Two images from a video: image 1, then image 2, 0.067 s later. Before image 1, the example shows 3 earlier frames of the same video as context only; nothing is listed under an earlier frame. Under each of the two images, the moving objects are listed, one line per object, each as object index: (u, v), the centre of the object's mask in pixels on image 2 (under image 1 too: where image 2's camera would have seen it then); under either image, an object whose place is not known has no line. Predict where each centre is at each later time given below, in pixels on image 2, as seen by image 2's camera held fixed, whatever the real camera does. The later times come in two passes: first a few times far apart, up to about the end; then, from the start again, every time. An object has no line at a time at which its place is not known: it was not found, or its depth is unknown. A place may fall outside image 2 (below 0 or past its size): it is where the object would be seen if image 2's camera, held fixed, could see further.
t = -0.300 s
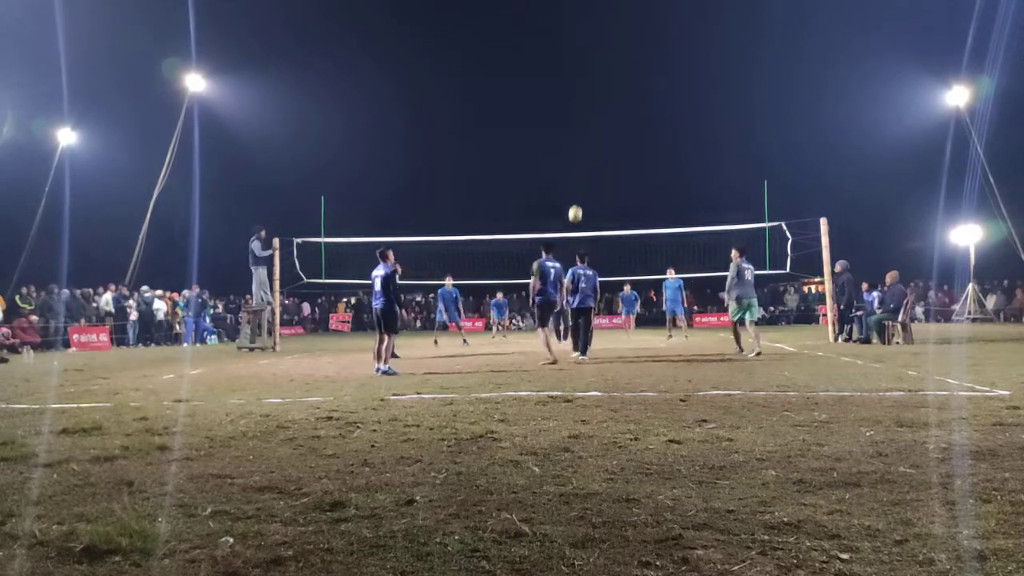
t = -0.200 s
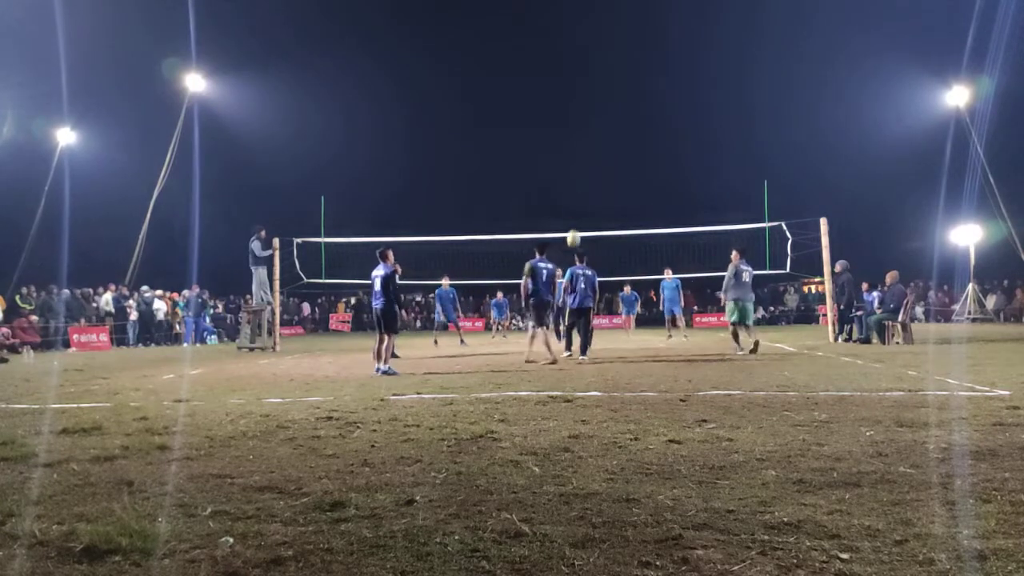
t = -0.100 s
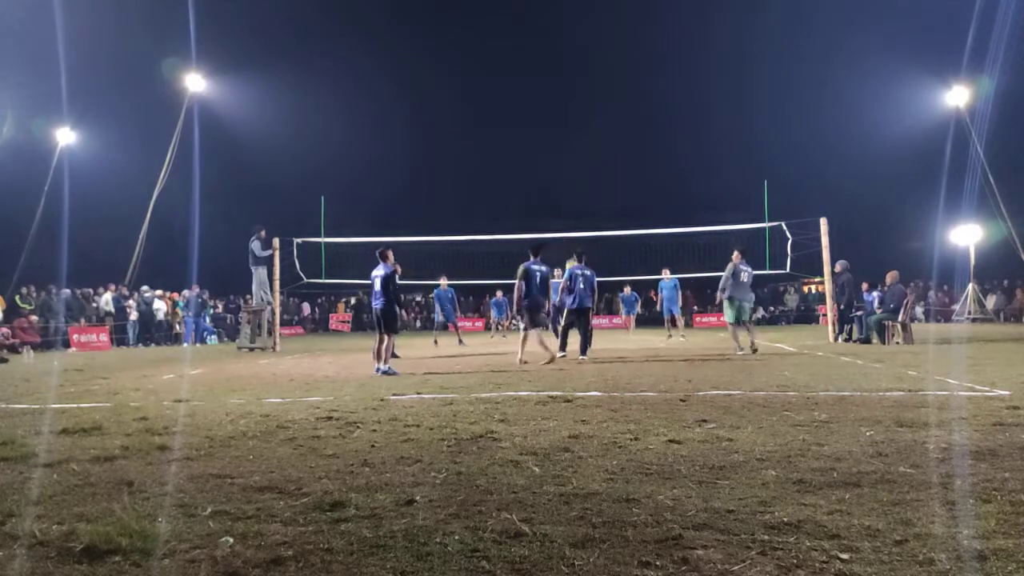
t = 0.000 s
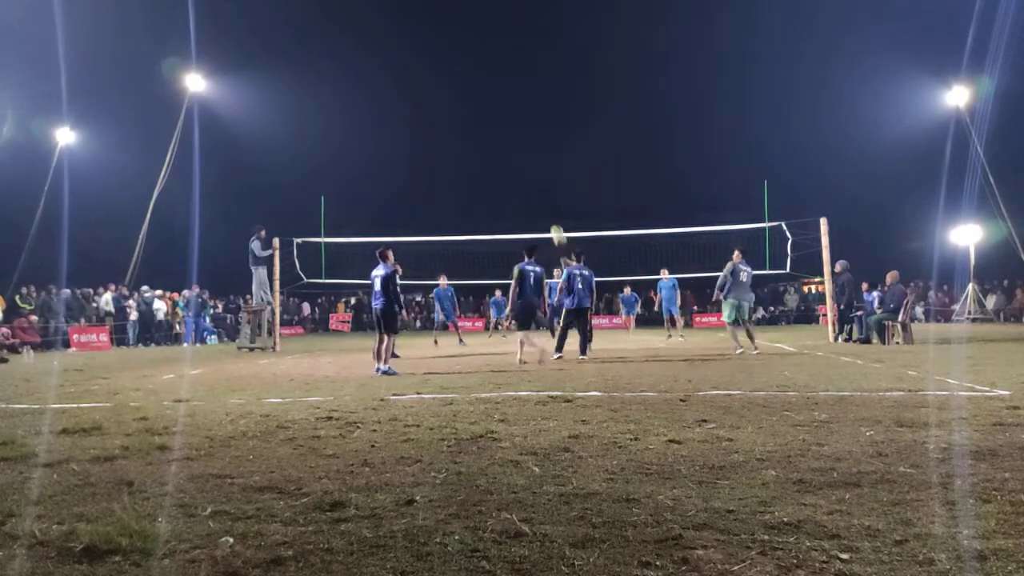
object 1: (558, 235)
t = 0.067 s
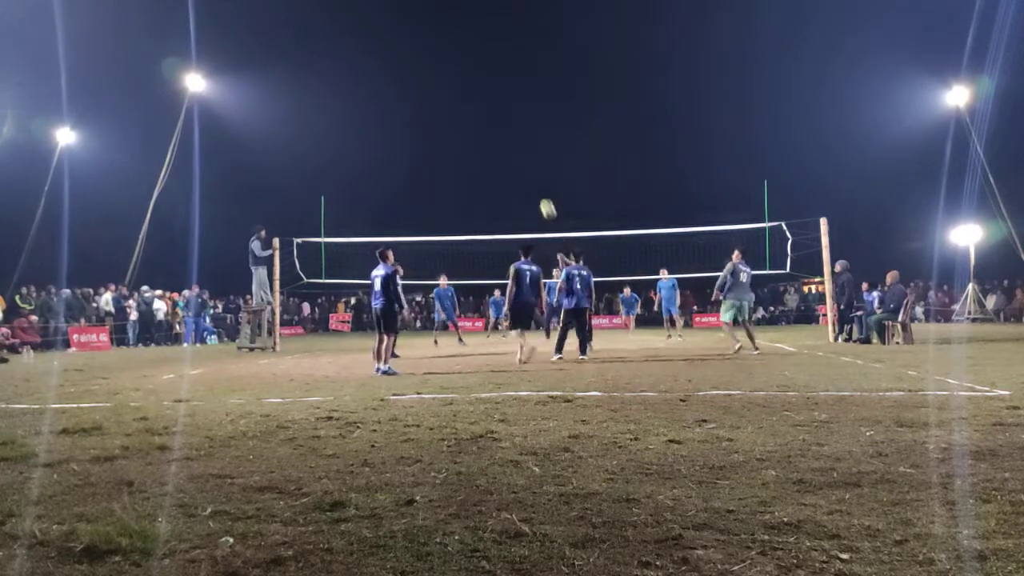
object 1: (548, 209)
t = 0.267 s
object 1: (518, 147)
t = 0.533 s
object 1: (480, 101)
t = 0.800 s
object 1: (444, 95)
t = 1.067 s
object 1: (411, 127)
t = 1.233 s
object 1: (391, 167)
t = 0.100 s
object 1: (542, 197)
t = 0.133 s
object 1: (538, 186)
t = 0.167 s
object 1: (533, 175)
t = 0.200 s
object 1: (528, 165)
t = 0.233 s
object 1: (523, 155)
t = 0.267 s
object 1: (518, 147)
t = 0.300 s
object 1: (513, 139)
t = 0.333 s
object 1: (508, 131)
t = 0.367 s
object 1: (503, 124)
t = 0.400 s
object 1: (499, 118)
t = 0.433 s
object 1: (494, 113)
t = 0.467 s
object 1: (489, 108)
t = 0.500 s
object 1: (484, 104)
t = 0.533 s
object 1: (480, 101)
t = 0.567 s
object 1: (475, 98)
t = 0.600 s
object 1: (471, 95)
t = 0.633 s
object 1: (466, 94)
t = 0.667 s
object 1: (462, 93)
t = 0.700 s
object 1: (457, 92)
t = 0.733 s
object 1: (453, 92)
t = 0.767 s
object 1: (448, 93)
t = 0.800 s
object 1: (444, 95)
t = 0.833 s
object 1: (440, 97)
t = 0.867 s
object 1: (435, 99)
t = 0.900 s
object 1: (431, 103)
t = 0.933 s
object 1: (427, 107)
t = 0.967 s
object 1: (422, 111)
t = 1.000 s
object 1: (419, 116)
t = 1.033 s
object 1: (415, 122)
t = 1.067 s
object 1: (411, 127)
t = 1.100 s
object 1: (407, 135)
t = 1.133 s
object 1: (403, 142)
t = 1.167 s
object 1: (399, 149)
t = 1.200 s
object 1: (395, 158)
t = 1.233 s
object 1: (391, 167)
